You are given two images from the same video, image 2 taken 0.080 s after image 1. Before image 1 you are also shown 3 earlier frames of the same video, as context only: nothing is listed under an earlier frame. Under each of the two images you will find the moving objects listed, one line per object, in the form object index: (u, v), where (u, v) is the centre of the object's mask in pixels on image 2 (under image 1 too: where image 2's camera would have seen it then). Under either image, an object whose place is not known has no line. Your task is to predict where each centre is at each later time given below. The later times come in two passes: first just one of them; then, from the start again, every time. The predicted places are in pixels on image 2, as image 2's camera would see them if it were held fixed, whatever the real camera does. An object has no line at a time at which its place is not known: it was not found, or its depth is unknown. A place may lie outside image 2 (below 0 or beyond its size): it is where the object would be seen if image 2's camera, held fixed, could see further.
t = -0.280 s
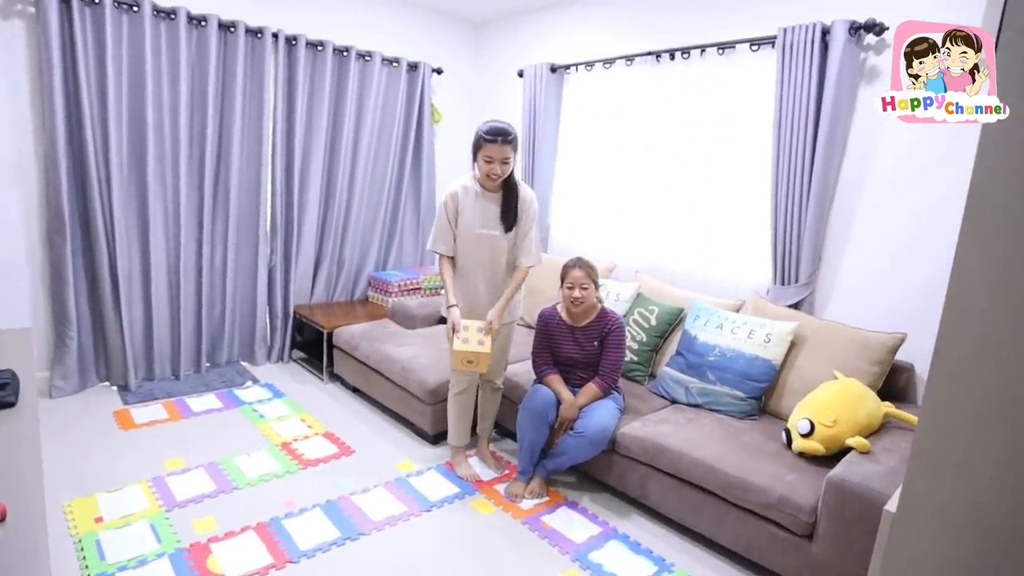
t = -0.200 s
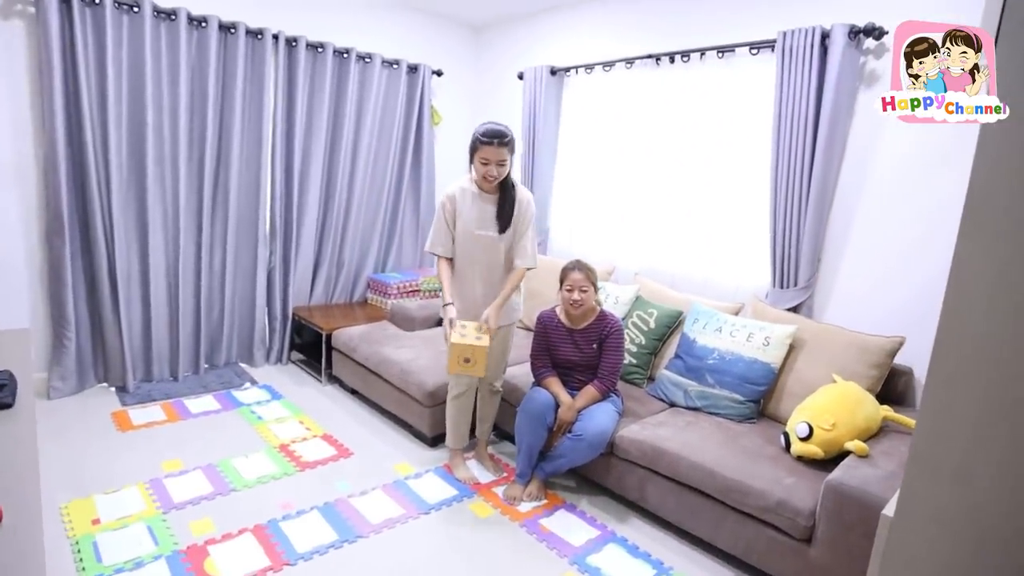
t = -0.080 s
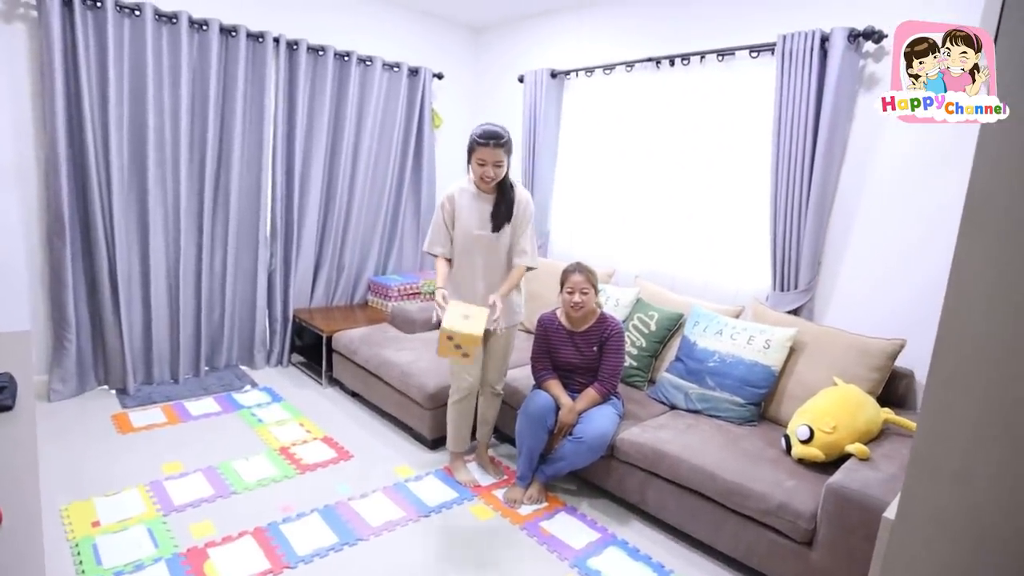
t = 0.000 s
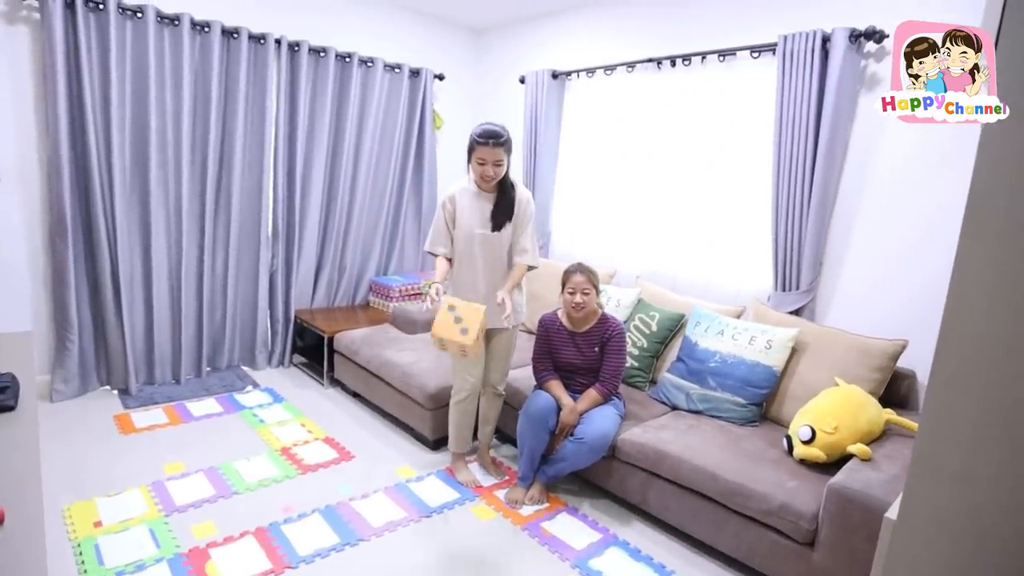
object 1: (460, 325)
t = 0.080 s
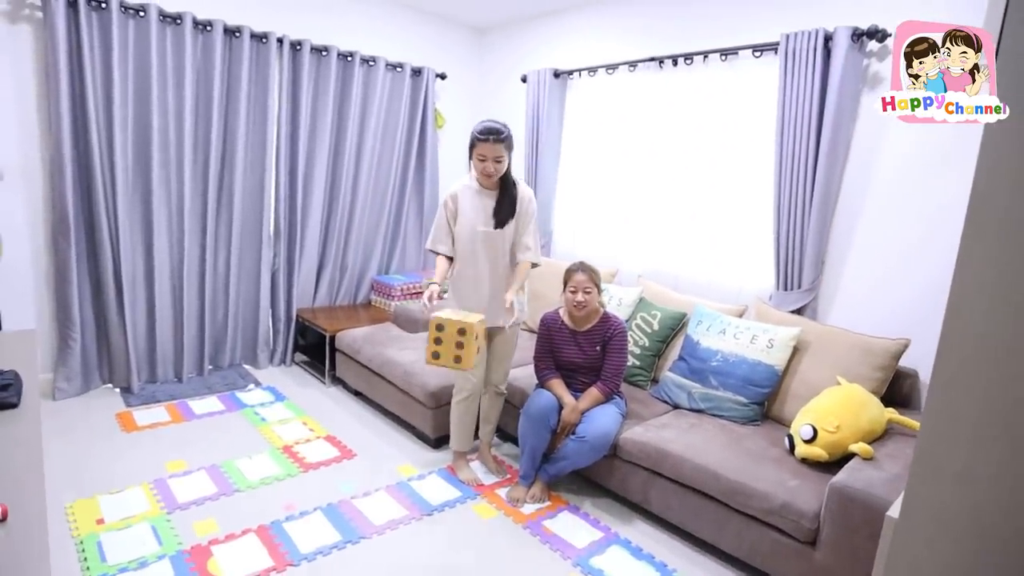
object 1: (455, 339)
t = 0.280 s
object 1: (434, 452)
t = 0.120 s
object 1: (451, 350)
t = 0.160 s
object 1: (446, 371)
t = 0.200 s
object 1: (442, 393)
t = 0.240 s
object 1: (438, 420)
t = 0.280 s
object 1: (434, 452)
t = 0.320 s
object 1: (429, 491)
